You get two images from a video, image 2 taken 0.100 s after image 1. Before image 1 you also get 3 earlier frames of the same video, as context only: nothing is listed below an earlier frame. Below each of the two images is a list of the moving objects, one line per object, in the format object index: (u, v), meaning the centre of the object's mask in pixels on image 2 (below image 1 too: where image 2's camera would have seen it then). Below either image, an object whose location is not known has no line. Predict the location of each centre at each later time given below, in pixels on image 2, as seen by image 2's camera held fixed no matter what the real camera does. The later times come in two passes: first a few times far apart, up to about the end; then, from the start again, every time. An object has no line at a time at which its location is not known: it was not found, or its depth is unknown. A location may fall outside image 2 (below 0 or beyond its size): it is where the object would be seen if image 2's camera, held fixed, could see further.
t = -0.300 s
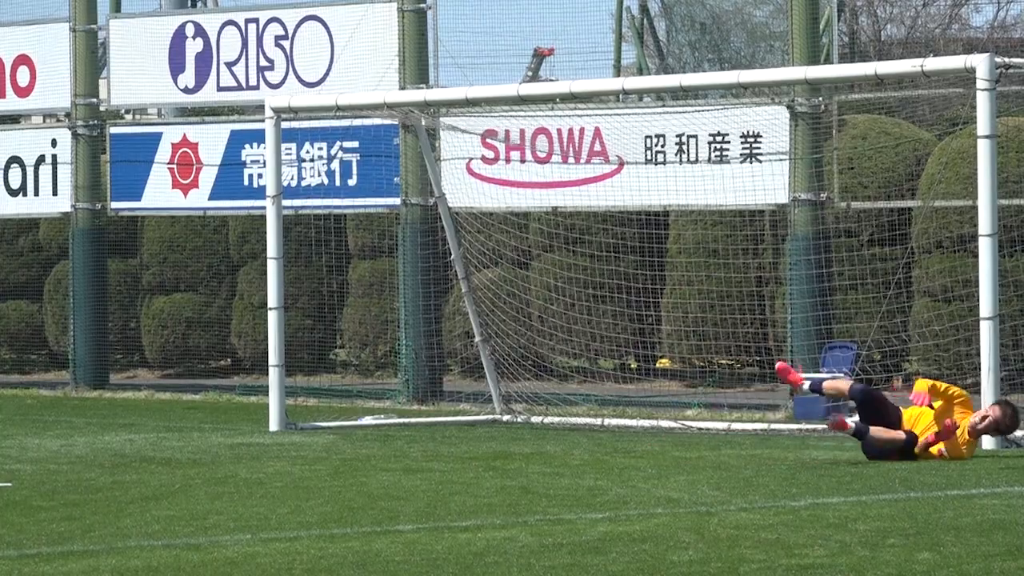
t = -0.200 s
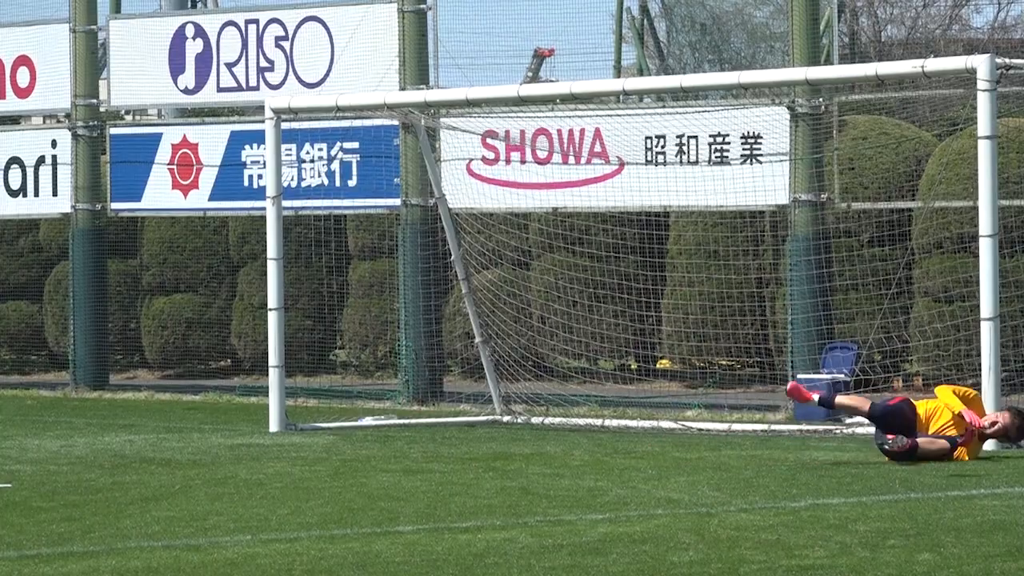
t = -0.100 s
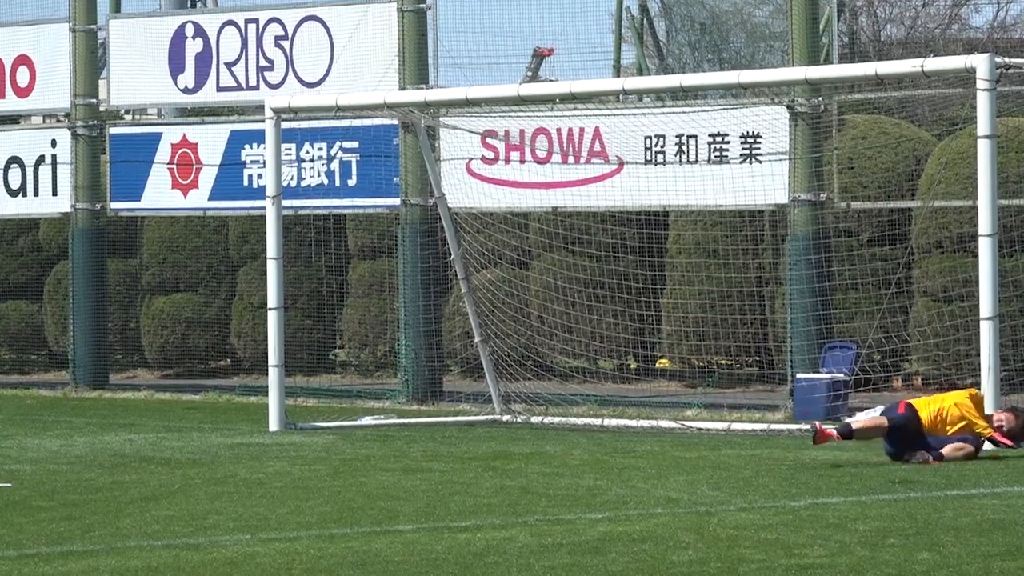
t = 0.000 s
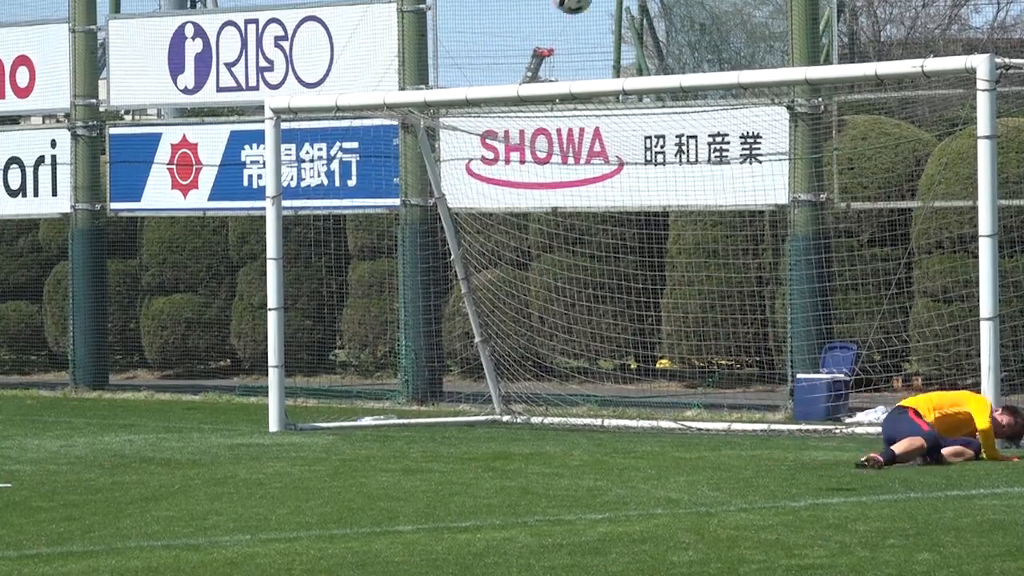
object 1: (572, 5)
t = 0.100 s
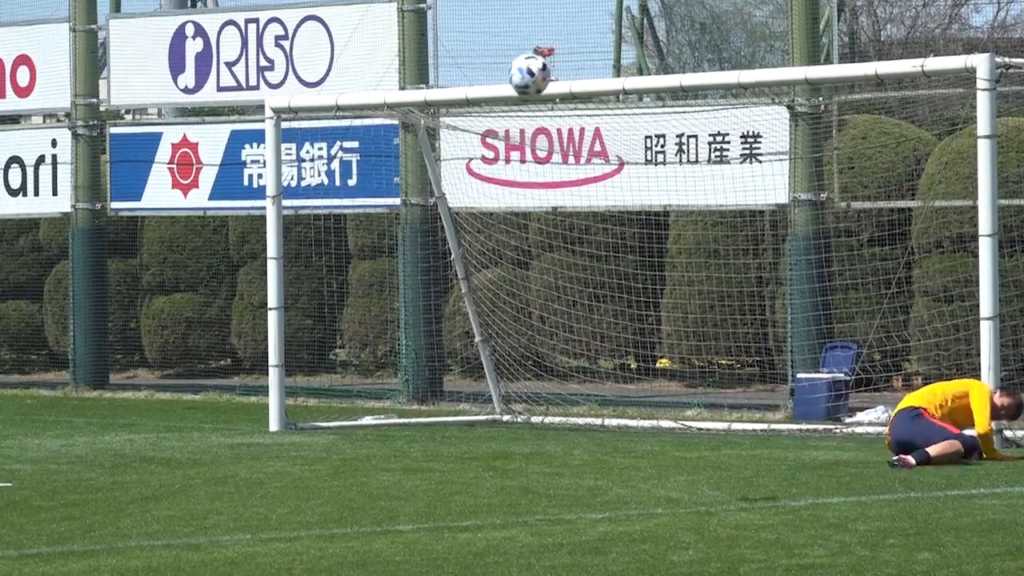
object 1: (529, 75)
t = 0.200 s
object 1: (485, 181)
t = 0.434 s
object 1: (377, 518)
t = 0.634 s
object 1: (378, 351)
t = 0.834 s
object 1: (381, 258)
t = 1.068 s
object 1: (387, 254)
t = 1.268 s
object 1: (393, 348)
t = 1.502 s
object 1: (399, 551)
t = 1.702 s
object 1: (371, 482)
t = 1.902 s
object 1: (341, 506)
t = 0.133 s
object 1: (515, 109)
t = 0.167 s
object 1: (499, 143)
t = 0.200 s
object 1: (485, 181)
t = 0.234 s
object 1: (469, 222)
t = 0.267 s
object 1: (453, 265)
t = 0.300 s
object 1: (438, 312)
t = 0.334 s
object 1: (423, 363)
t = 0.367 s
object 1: (406, 413)
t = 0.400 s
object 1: (390, 471)
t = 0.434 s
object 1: (377, 518)
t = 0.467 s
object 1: (377, 487)
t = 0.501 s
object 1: (377, 456)
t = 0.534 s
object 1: (377, 426)
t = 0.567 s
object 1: (377, 400)
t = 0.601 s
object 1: (377, 375)
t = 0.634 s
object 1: (378, 351)
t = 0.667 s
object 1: (378, 331)
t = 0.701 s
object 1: (378, 311)
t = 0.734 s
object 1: (379, 295)
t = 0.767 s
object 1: (379, 280)
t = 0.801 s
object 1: (380, 268)
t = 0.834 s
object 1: (381, 258)
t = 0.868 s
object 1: (381, 250)
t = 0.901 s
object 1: (383, 245)
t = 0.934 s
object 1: (383, 241)
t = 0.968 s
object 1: (383, 240)
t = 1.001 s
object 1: (385, 242)
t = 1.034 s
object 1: (386, 246)
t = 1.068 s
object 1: (387, 254)
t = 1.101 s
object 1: (388, 262)
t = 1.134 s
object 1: (389, 274)
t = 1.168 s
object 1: (390, 289)
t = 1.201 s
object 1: (391, 306)
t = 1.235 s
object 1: (393, 326)
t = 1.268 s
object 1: (393, 348)
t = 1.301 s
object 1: (396, 374)
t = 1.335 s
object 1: (396, 402)
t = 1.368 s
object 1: (397, 434)
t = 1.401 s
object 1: (399, 468)
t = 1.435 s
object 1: (399, 505)
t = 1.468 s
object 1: (401, 546)
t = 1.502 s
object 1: (399, 551)
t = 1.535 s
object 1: (394, 533)
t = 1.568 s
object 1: (389, 518)
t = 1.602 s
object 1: (384, 504)
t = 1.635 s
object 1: (379, 494)
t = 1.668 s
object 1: (375, 486)
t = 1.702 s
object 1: (371, 482)
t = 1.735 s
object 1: (365, 478)
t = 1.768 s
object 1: (361, 478)
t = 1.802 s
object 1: (355, 481)
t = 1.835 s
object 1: (350, 486)
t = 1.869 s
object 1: (346, 495)
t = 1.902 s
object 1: (341, 506)
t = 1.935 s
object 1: (335, 521)
